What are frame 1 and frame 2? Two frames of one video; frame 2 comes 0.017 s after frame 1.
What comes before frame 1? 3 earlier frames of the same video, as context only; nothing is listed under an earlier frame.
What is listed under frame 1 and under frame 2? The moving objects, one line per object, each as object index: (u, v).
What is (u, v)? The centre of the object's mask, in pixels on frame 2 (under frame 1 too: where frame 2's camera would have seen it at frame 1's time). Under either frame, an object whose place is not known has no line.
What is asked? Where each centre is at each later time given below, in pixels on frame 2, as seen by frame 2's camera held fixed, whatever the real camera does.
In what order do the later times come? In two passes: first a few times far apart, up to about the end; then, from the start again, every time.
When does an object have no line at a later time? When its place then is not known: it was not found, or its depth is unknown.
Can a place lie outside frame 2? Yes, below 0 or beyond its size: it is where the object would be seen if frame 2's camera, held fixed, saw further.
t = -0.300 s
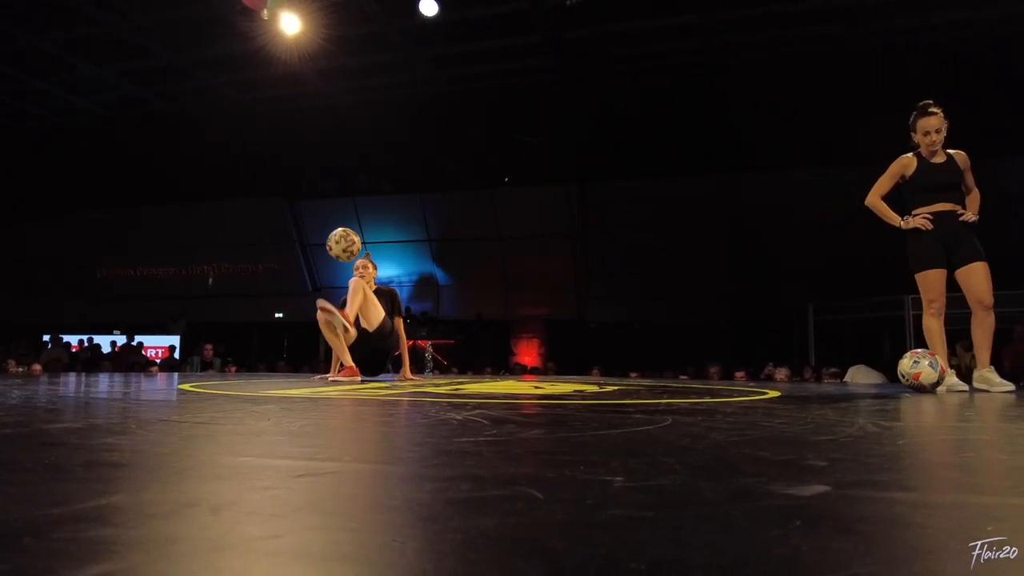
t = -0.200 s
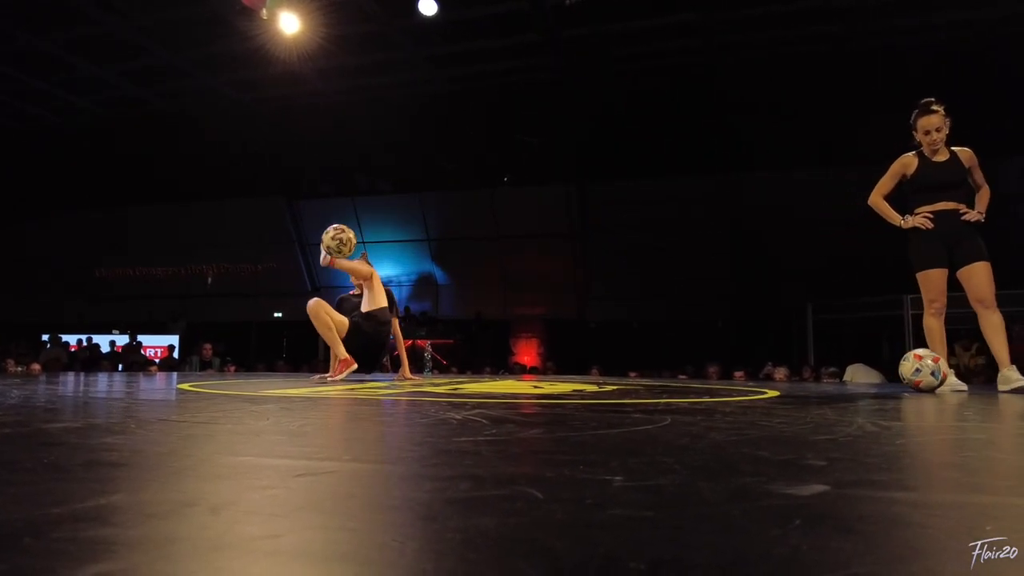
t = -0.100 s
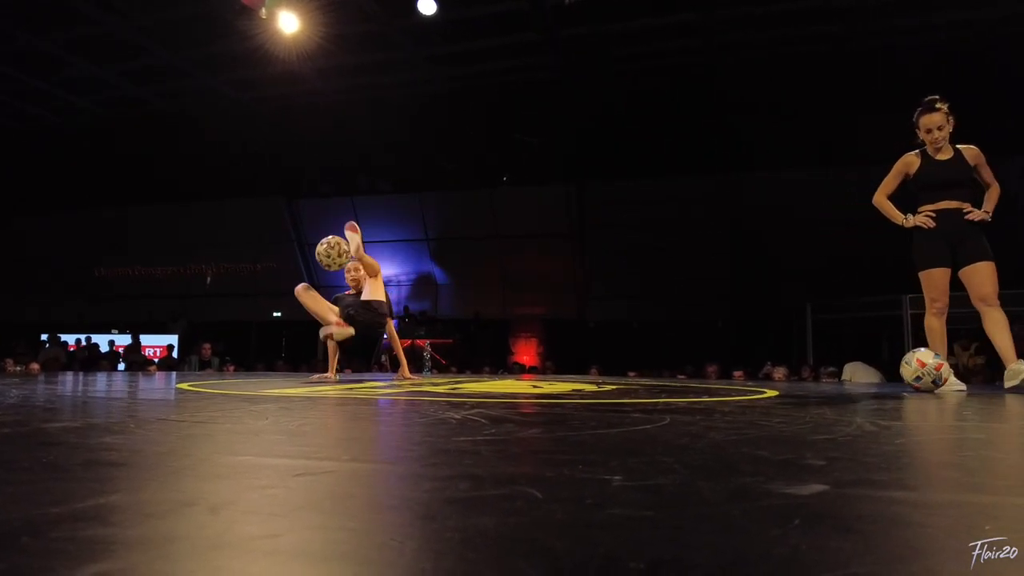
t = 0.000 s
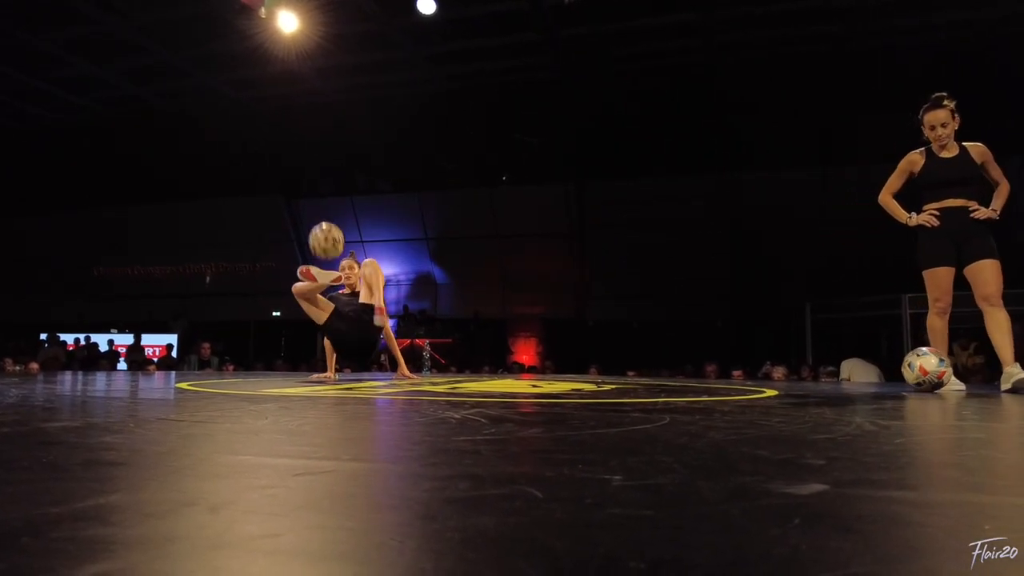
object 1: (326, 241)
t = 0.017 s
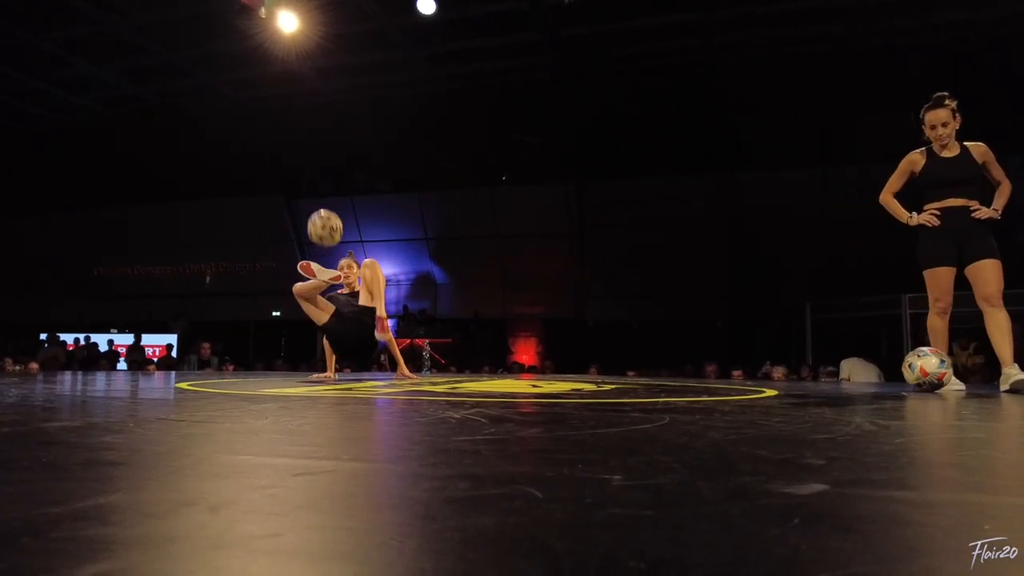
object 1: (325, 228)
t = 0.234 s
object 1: (306, 104)
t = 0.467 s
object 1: (286, 52)
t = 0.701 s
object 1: (262, 78)
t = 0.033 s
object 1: (323, 216)
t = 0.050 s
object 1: (322, 204)
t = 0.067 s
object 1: (321, 193)
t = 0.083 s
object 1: (319, 182)
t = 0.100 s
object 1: (318, 172)
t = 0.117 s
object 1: (316, 162)
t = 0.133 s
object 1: (315, 152)
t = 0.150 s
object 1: (314, 143)
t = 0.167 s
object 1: (312, 134)
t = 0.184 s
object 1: (311, 126)
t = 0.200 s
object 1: (309, 118)
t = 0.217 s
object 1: (308, 111)
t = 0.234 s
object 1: (306, 104)
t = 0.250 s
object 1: (305, 97)
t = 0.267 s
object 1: (303, 92)
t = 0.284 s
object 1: (302, 85)
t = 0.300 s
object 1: (300, 80)
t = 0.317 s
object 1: (299, 76)
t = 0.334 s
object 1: (297, 72)
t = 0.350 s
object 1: (296, 68)
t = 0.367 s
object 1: (295, 64)
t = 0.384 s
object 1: (293, 61)
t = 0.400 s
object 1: (292, 58)
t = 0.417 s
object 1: (290, 56)
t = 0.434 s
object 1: (289, 54)
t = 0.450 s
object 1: (287, 53)
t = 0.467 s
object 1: (286, 52)
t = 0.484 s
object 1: (284, 51)
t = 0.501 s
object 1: (283, 51)
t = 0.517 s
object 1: (281, 51)
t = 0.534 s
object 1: (279, 51)
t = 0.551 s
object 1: (278, 52)
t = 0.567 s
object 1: (276, 53)
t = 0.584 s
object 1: (275, 55)
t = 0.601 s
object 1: (273, 57)
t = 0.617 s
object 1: (271, 59)
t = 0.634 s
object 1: (269, 62)
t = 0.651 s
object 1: (268, 66)
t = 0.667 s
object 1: (266, 69)
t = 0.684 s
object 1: (264, 73)
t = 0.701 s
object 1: (262, 78)
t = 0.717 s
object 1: (260, 83)
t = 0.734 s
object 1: (258, 88)
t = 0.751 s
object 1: (257, 94)
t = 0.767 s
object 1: (255, 100)
